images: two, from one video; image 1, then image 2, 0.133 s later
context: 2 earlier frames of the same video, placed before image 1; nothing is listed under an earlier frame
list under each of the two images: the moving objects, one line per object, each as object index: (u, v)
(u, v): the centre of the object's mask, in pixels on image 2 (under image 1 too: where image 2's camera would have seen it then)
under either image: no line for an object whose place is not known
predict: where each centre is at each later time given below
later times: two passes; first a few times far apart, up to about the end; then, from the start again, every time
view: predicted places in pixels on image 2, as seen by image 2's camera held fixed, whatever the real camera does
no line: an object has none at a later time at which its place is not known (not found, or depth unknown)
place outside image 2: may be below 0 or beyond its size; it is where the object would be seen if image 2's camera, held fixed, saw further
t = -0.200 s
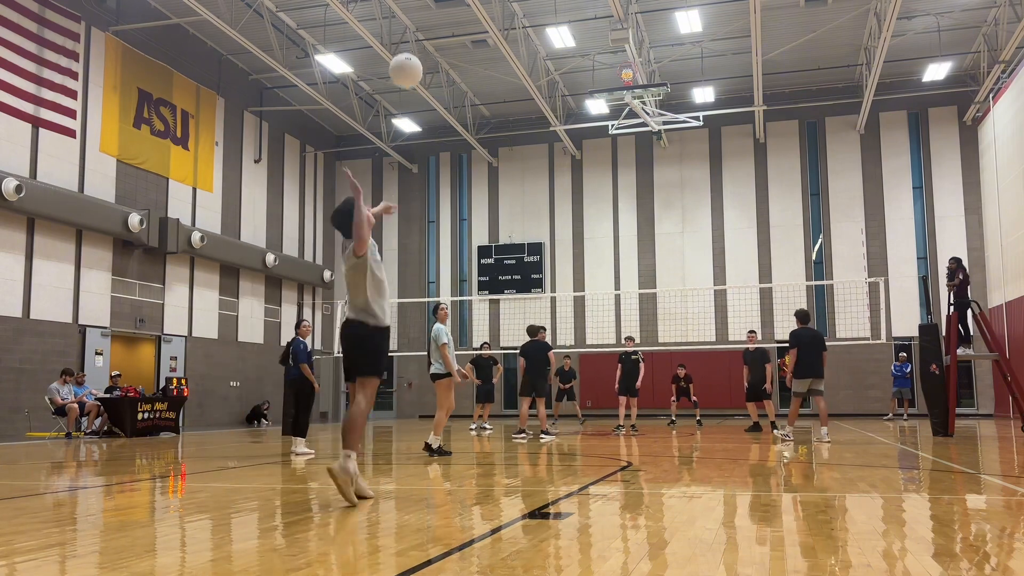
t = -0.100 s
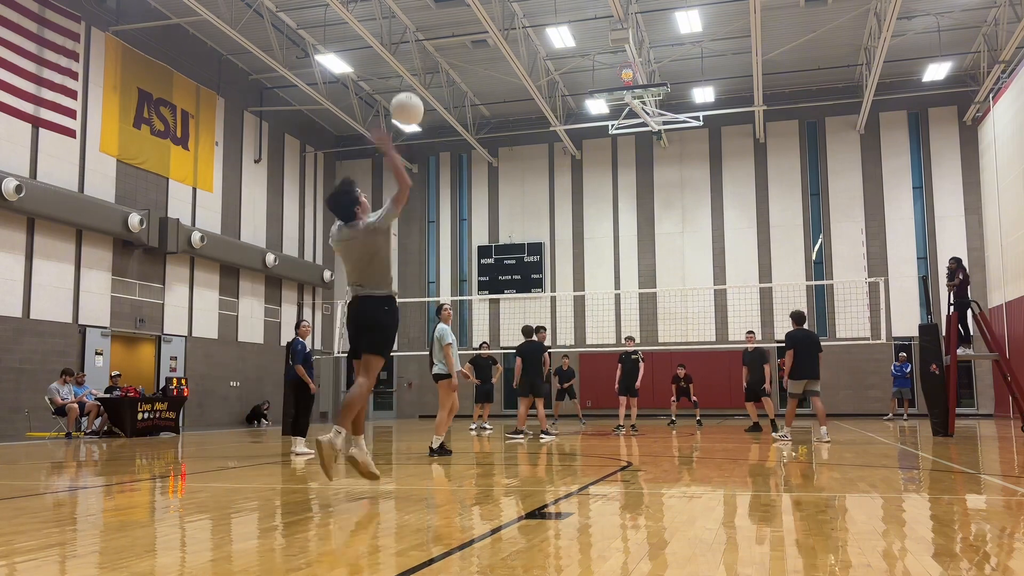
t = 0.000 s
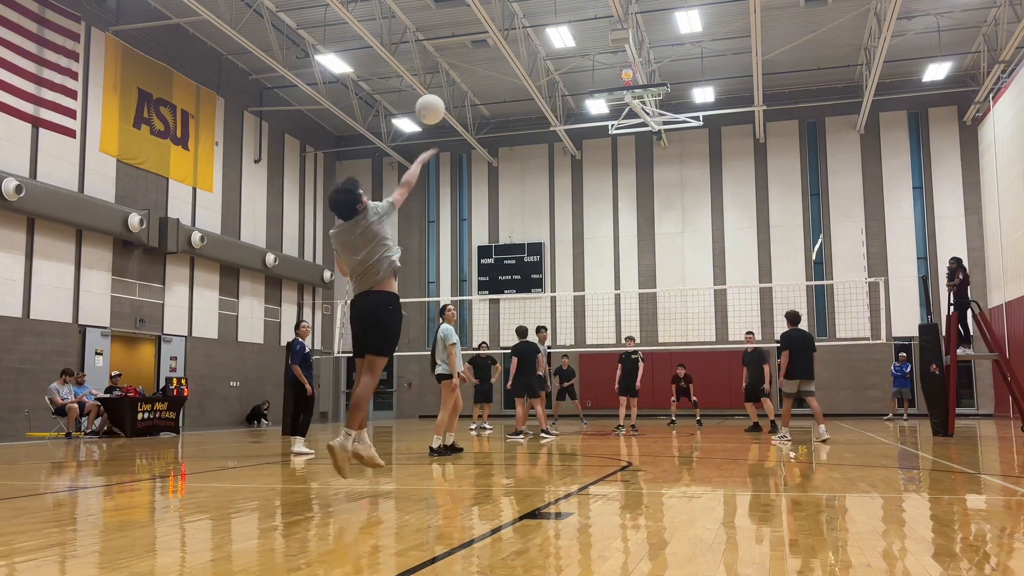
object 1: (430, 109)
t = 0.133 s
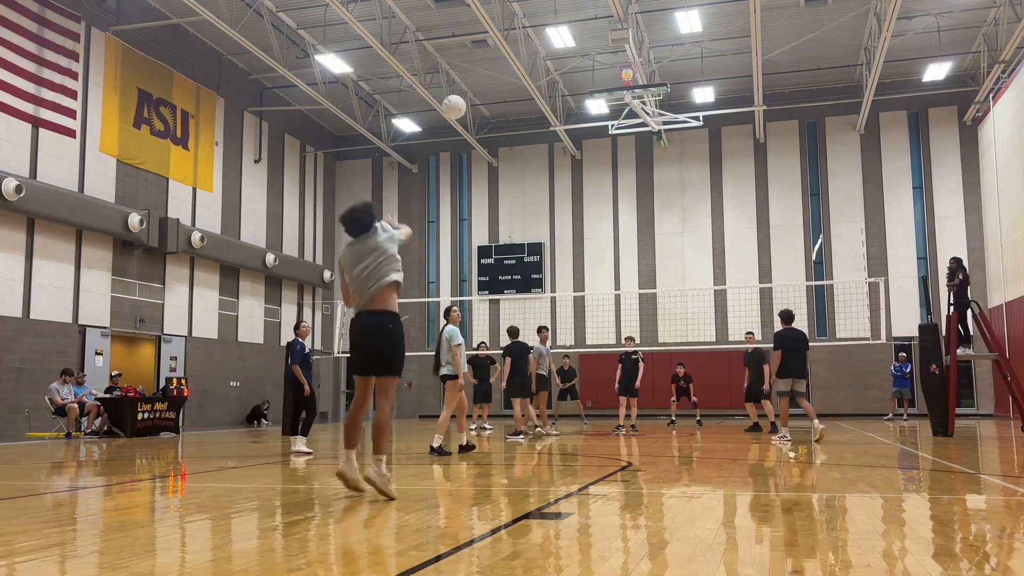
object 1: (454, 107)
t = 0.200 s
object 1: (462, 113)
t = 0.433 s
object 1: (479, 154)
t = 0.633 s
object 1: (487, 205)
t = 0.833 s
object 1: (491, 263)
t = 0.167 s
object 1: (458, 109)
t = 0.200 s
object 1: (462, 113)
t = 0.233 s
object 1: (465, 117)
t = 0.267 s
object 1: (468, 122)
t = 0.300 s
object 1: (471, 127)
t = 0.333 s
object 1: (474, 133)
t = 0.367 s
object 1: (476, 140)
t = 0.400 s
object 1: (478, 147)
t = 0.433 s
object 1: (479, 154)
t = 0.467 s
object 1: (481, 162)
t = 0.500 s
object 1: (482, 170)
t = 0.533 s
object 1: (484, 179)
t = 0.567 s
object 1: (485, 187)
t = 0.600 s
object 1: (487, 195)
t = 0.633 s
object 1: (487, 205)
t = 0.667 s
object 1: (488, 214)
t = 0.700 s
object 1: (489, 223)
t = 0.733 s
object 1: (490, 233)
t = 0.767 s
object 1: (490, 243)
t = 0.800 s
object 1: (491, 252)
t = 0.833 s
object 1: (491, 263)
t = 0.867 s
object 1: (492, 273)
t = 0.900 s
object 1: (492, 283)
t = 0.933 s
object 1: (492, 291)
